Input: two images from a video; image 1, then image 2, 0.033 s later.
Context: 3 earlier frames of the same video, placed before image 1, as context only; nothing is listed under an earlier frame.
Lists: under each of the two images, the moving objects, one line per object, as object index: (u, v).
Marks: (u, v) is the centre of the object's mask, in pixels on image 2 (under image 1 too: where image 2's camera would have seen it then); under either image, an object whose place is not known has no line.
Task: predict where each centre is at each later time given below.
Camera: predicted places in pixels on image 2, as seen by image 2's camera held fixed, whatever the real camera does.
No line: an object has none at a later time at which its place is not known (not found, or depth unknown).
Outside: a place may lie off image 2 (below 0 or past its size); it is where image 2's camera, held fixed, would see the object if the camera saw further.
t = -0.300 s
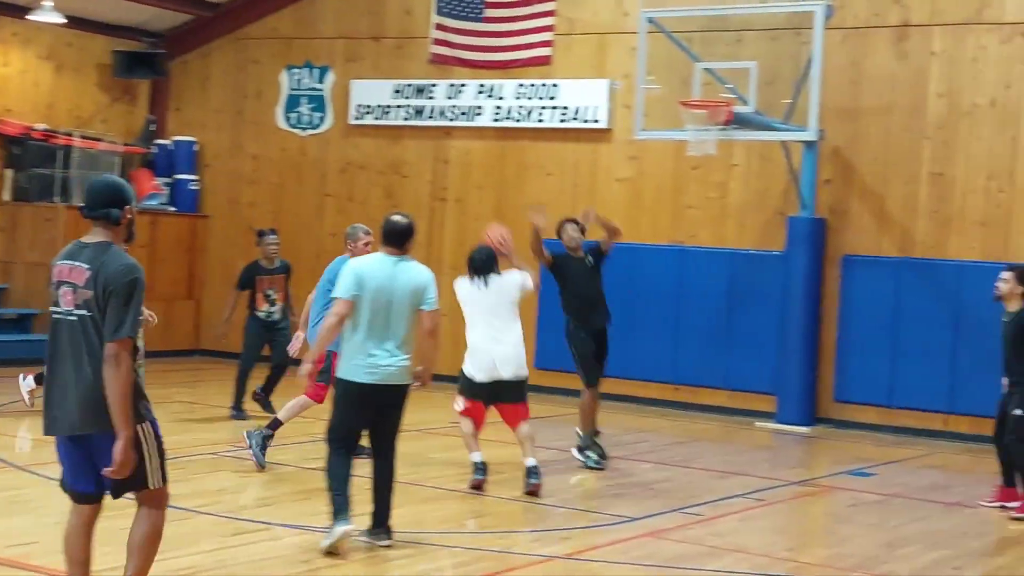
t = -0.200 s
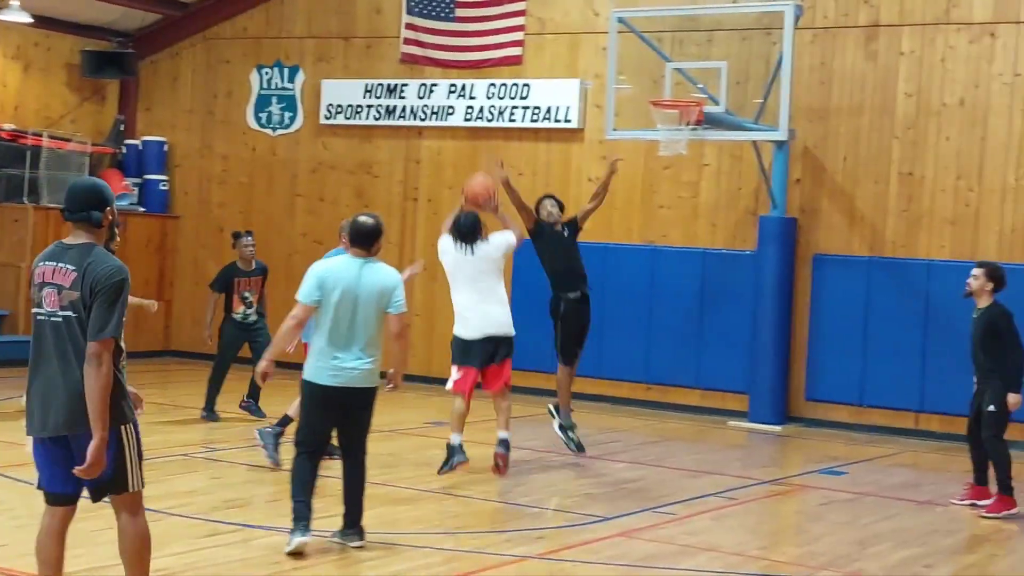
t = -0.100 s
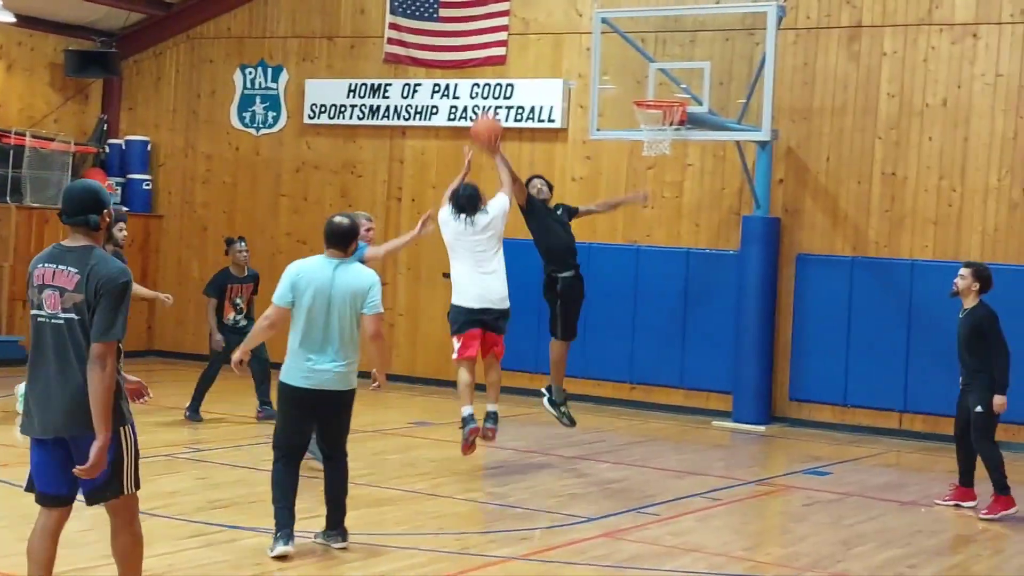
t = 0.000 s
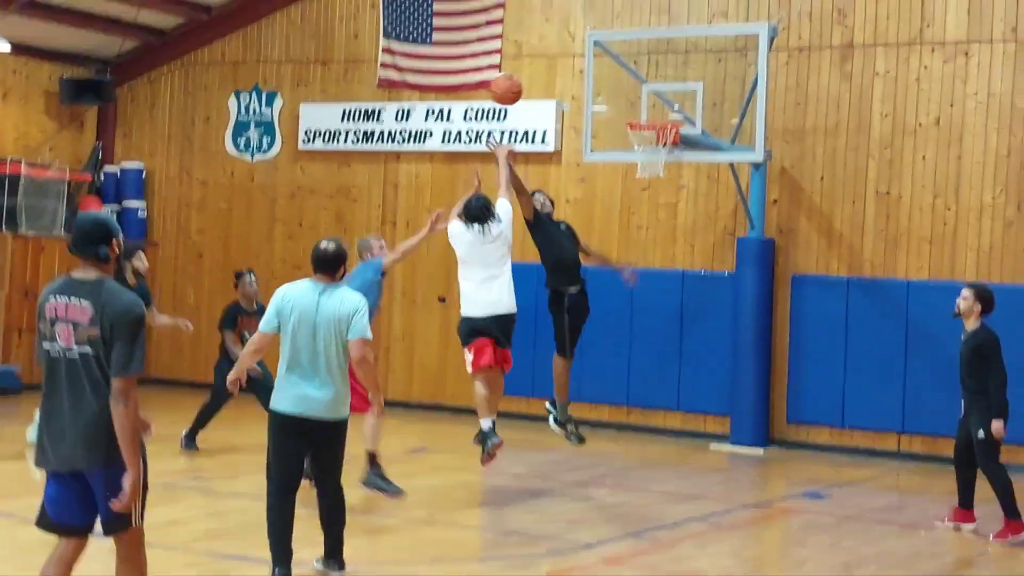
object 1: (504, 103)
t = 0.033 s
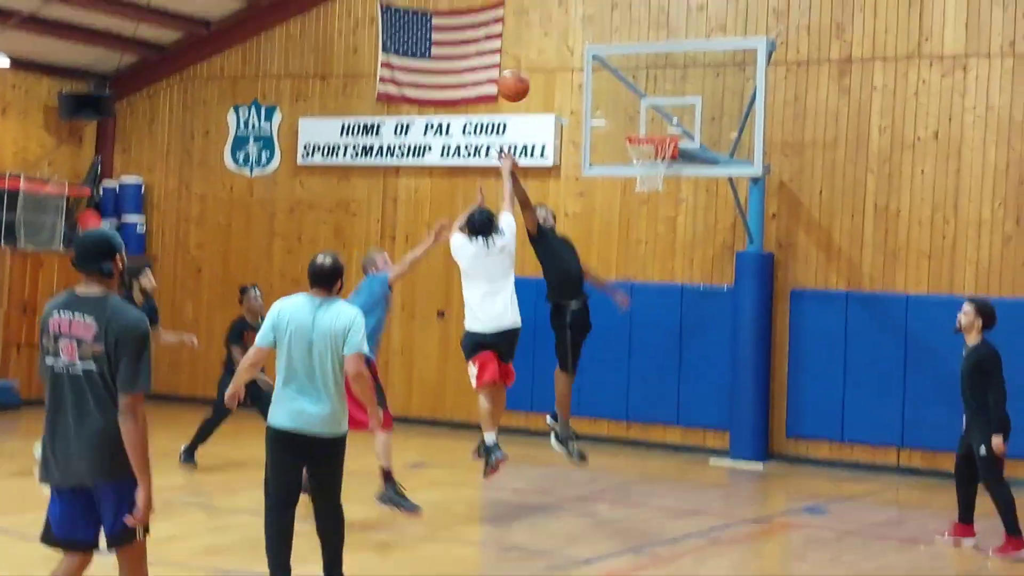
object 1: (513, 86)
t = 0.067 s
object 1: (520, 69)
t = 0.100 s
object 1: (529, 56)
